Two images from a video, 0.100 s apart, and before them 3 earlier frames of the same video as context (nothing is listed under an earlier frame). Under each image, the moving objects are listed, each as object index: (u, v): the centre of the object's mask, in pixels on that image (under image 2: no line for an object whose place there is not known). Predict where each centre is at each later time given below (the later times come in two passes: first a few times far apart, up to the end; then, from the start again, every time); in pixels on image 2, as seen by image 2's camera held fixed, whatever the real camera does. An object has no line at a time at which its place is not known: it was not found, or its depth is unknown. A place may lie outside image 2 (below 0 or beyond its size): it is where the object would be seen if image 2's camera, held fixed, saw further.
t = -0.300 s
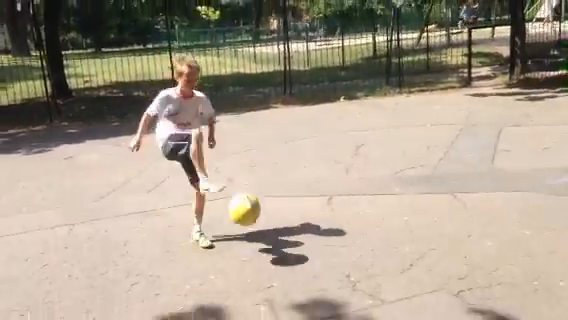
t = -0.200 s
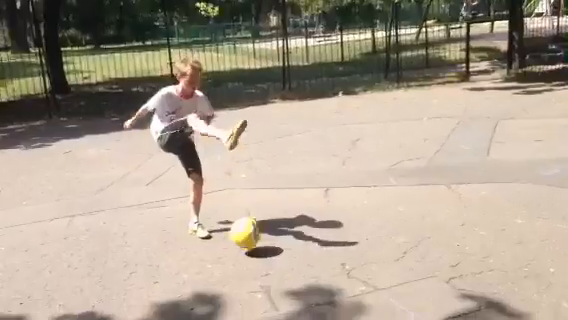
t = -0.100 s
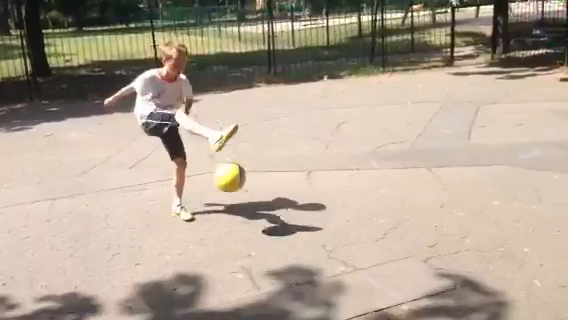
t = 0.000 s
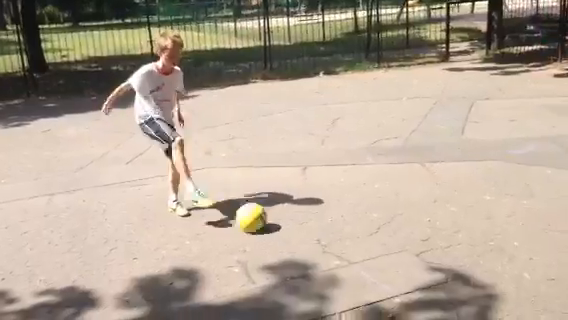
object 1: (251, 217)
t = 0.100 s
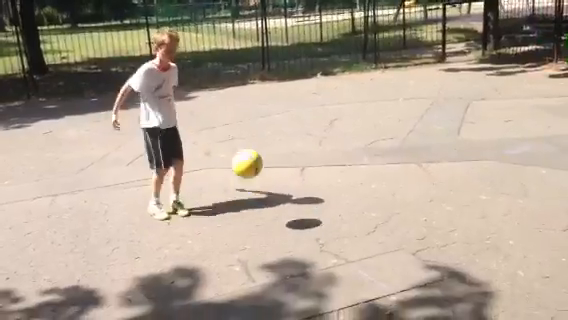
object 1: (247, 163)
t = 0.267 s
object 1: (243, 97)
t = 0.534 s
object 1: (244, 67)
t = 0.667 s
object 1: (248, 90)
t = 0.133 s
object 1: (245, 147)
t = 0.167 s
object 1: (245, 133)
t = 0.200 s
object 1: (244, 120)
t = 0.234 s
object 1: (243, 108)
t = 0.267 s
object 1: (243, 97)
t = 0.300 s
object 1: (242, 88)
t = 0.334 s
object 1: (242, 80)
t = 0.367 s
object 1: (242, 74)
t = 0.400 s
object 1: (242, 70)
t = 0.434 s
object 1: (242, 67)
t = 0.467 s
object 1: (243, 66)
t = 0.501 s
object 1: (243, 66)
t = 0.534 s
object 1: (244, 67)
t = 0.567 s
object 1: (245, 70)
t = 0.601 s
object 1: (245, 75)
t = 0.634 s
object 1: (246, 82)
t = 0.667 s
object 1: (248, 90)
